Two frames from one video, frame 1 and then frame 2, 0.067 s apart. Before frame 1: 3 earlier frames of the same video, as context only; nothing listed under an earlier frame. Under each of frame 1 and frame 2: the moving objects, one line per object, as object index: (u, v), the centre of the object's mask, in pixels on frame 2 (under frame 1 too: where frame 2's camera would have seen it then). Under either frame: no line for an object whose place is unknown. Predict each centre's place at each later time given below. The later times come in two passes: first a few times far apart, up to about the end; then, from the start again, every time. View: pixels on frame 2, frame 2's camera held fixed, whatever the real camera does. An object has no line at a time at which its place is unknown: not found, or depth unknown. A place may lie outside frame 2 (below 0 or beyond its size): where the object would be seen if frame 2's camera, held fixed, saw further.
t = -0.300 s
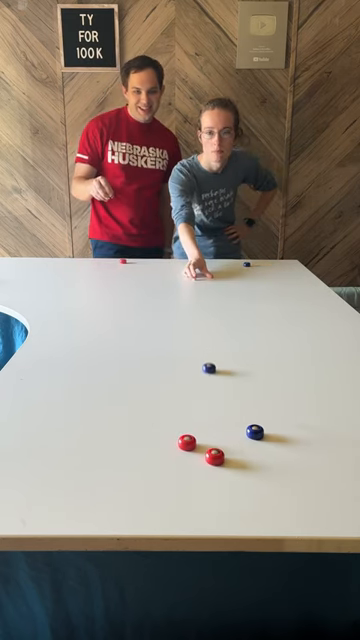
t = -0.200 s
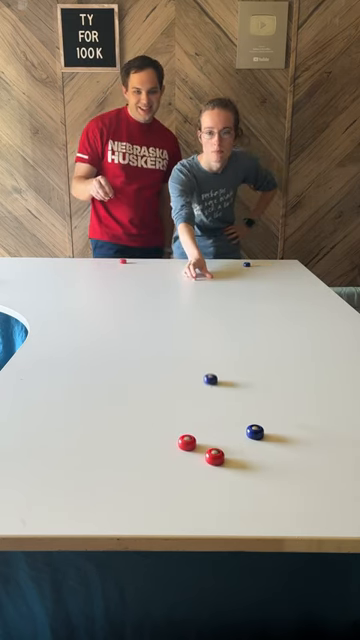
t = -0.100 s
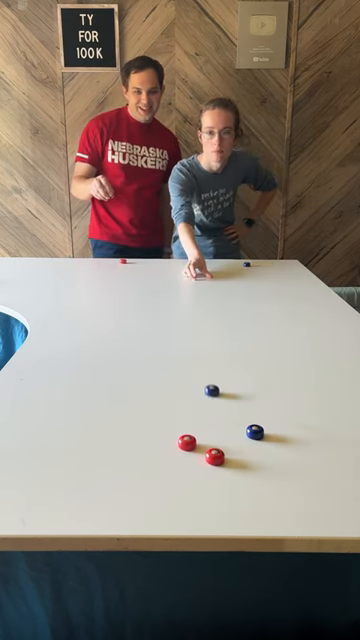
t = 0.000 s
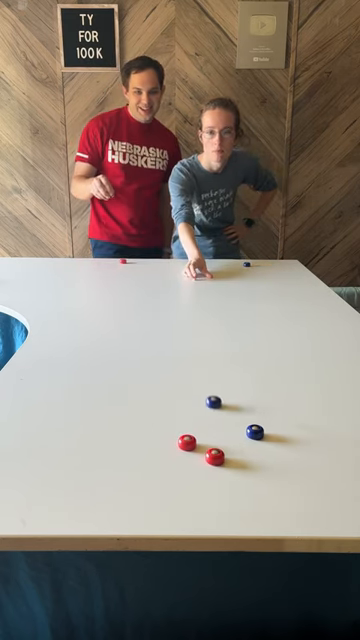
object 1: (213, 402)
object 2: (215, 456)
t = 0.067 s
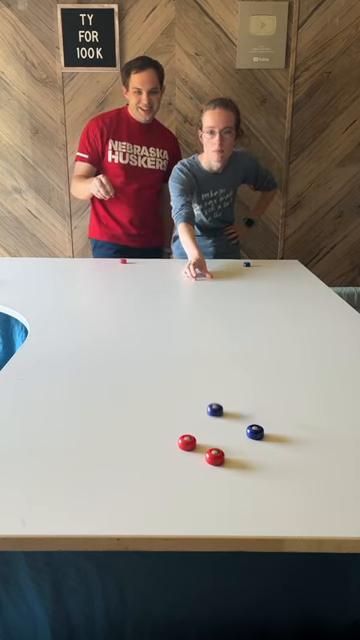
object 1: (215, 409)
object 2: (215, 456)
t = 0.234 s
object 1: (218, 429)
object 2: (214, 456)
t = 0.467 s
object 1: (226, 450)
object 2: (212, 459)
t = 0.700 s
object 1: (236, 457)
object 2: (206, 466)
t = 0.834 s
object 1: (238, 458)
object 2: (205, 467)
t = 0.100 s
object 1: (215, 413)
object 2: (215, 456)
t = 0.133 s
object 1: (216, 417)
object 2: (215, 456)
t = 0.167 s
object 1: (217, 421)
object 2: (214, 456)
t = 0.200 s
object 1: (217, 425)
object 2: (214, 456)
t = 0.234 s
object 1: (218, 429)
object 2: (214, 456)
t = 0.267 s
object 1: (219, 433)
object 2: (214, 456)
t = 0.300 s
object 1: (219, 437)
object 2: (214, 456)
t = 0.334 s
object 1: (220, 440)
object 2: (214, 456)
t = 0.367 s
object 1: (221, 443)
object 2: (214, 456)
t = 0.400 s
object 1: (223, 446)
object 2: (214, 457)
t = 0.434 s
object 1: (225, 448)
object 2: (213, 457)
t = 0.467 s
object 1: (226, 450)
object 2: (212, 459)
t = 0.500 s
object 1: (228, 452)
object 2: (211, 460)
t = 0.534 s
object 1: (229, 453)
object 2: (209, 461)
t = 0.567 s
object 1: (231, 454)
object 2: (209, 463)
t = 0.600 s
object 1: (233, 455)
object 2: (208, 464)
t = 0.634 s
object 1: (234, 456)
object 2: (207, 464)
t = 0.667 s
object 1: (235, 456)
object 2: (207, 465)
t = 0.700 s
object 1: (236, 457)
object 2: (206, 466)
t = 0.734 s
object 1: (237, 457)
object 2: (206, 466)
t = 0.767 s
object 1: (238, 458)
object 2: (205, 467)
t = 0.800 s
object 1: (238, 458)
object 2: (205, 467)
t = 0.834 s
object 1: (238, 458)
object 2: (205, 467)
